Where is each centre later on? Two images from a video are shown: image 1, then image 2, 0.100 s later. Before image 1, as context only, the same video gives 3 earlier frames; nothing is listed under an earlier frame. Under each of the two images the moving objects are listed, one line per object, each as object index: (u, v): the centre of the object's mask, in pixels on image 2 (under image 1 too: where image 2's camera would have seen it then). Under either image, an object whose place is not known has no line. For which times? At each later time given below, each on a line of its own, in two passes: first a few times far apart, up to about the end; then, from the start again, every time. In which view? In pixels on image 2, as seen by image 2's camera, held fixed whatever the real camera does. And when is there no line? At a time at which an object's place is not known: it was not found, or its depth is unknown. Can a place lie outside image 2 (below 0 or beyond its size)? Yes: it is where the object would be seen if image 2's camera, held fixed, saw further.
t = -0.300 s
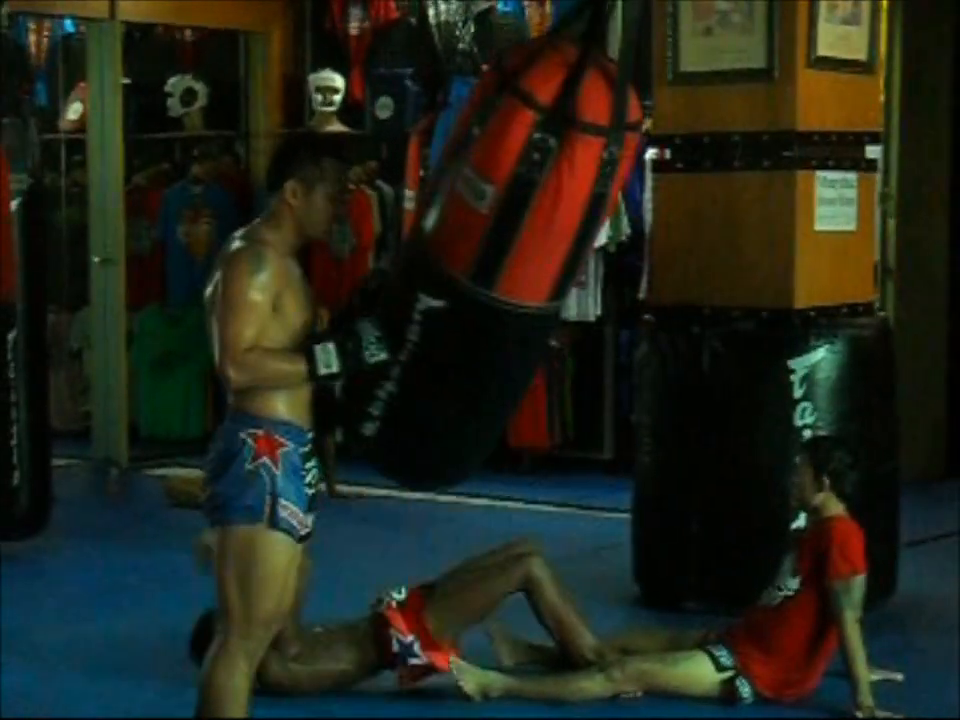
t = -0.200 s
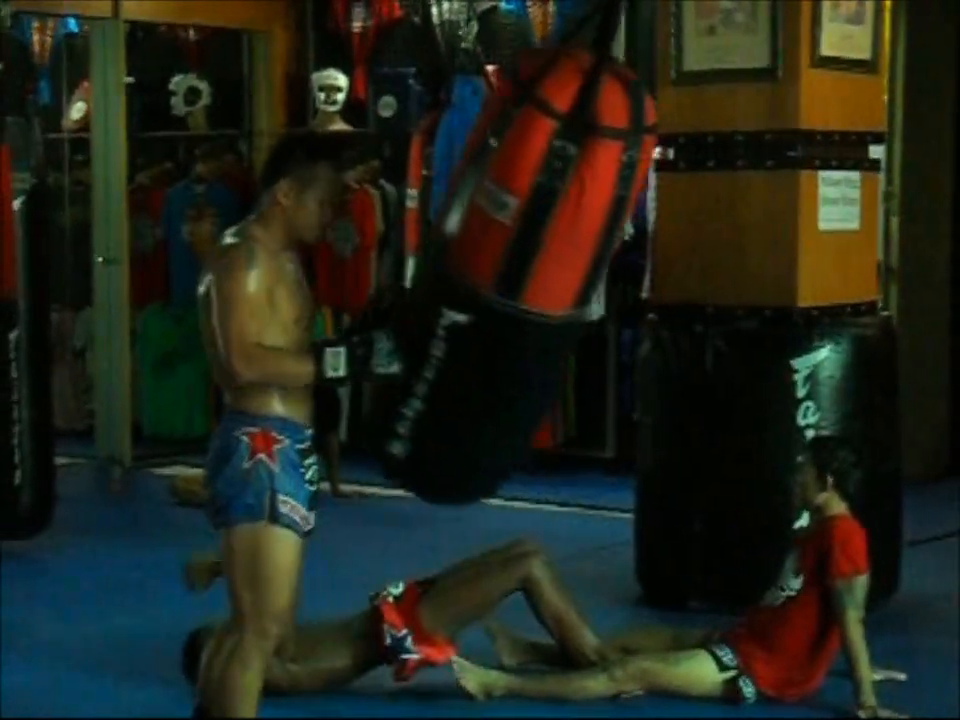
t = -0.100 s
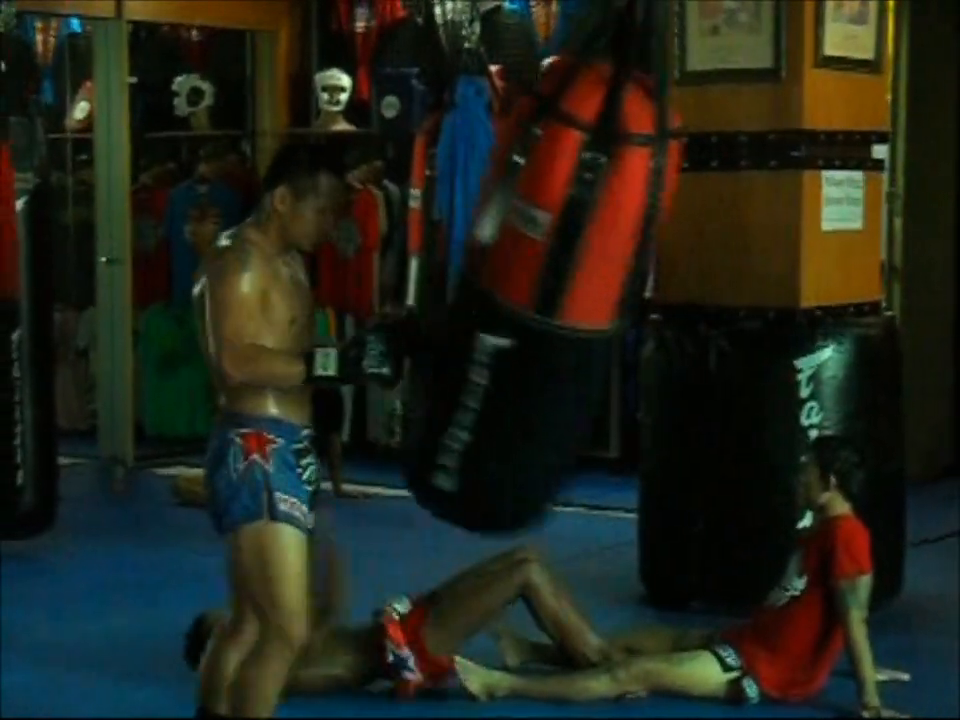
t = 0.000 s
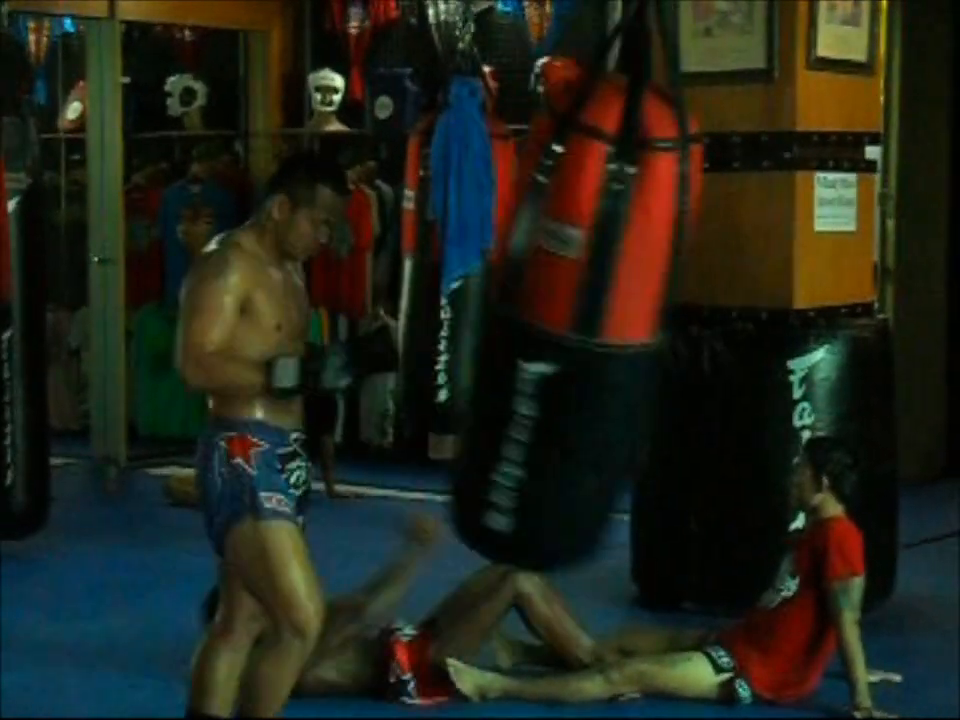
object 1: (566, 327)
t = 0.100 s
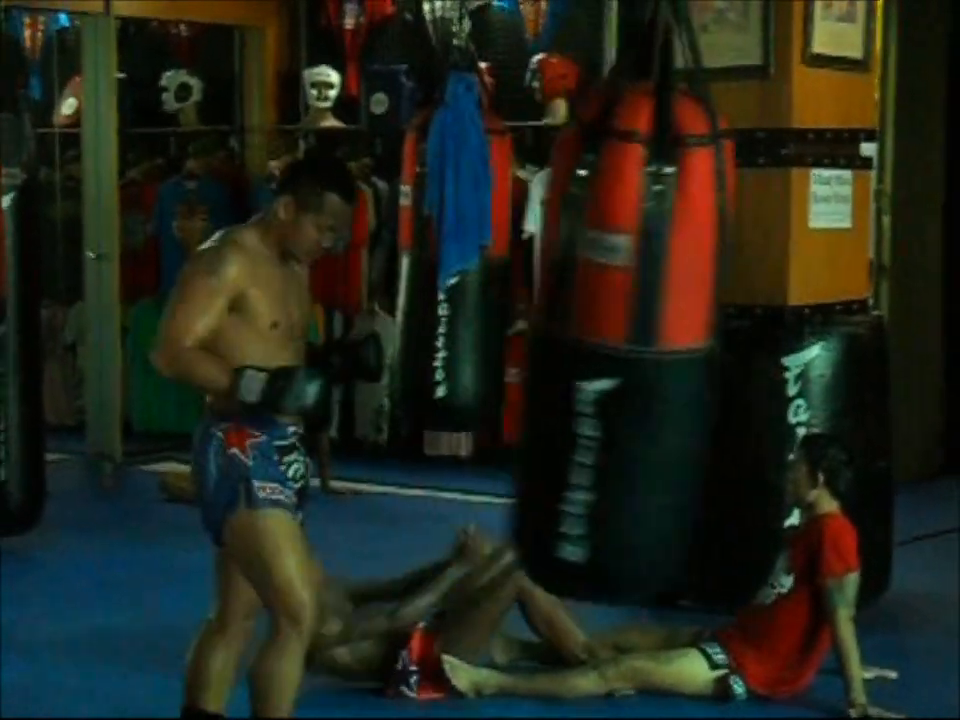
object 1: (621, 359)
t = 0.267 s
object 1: (723, 376)
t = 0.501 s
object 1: (858, 332)
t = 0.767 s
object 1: (888, 242)
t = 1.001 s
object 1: (879, 289)
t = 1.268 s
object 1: (762, 371)
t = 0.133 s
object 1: (643, 365)
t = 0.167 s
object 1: (668, 373)
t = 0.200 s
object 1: (687, 371)
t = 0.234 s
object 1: (703, 371)
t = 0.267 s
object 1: (723, 376)
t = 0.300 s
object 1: (739, 379)
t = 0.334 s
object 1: (769, 382)
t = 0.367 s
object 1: (793, 371)
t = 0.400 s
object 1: (813, 364)
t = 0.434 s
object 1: (832, 357)
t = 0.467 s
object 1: (846, 344)
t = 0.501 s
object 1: (858, 332)
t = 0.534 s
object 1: (866, 316)
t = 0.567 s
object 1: (876, 302)
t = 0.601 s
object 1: (877, 285)
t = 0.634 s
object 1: (879, 272)
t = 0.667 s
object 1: (882, 261)
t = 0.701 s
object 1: (886, 254)
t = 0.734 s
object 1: (889, 249)
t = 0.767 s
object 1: (888, 242)
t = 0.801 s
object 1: (890, 241)
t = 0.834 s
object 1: (893, 248)
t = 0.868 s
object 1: (892, 252)
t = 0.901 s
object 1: (890, 258)
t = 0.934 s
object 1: (889, 268)
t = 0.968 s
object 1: (885, 279)
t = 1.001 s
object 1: (879, 289)
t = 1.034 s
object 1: (875, 302)
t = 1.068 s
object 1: (867, 318)
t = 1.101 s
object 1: (856, 331)
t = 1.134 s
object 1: (844, 347)
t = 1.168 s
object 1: (825, 357)
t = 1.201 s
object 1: (805, 364)
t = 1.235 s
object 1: (782, 365)
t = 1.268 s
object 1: (762, 371)
